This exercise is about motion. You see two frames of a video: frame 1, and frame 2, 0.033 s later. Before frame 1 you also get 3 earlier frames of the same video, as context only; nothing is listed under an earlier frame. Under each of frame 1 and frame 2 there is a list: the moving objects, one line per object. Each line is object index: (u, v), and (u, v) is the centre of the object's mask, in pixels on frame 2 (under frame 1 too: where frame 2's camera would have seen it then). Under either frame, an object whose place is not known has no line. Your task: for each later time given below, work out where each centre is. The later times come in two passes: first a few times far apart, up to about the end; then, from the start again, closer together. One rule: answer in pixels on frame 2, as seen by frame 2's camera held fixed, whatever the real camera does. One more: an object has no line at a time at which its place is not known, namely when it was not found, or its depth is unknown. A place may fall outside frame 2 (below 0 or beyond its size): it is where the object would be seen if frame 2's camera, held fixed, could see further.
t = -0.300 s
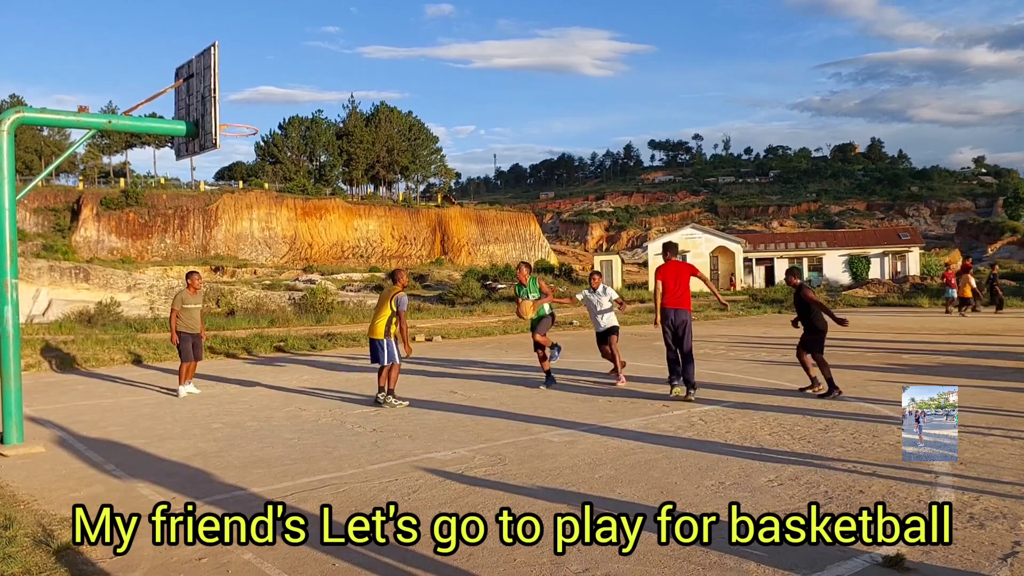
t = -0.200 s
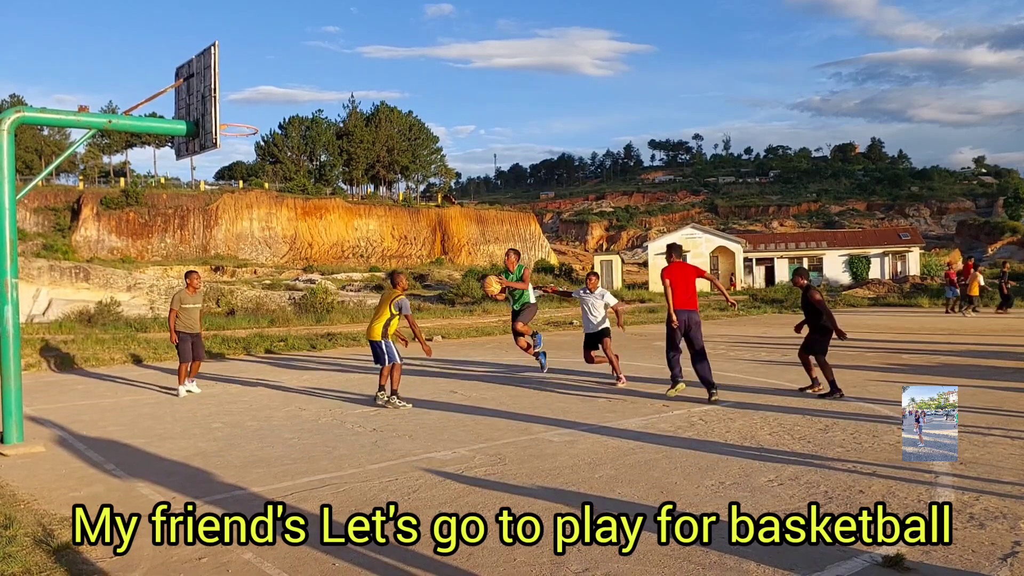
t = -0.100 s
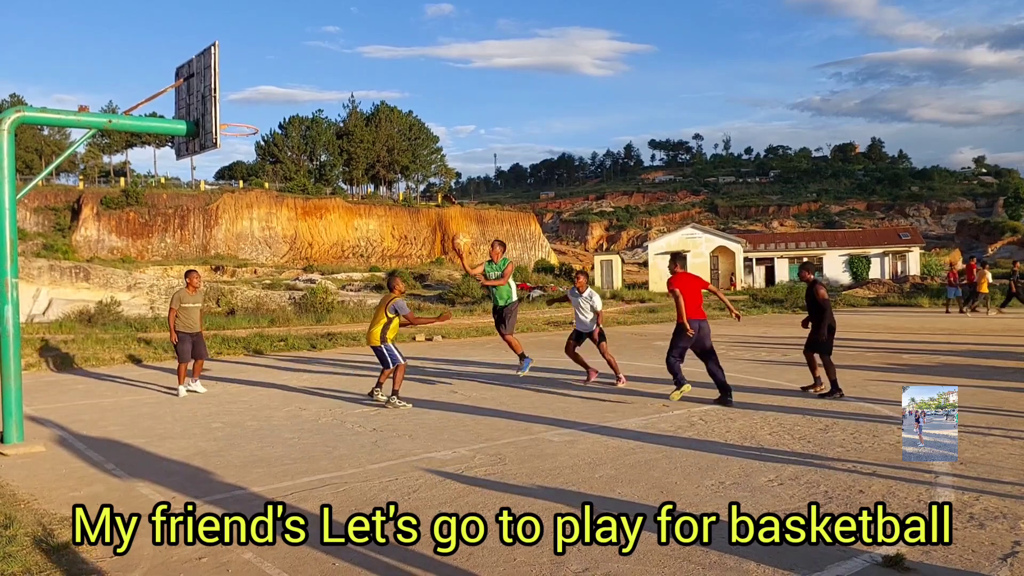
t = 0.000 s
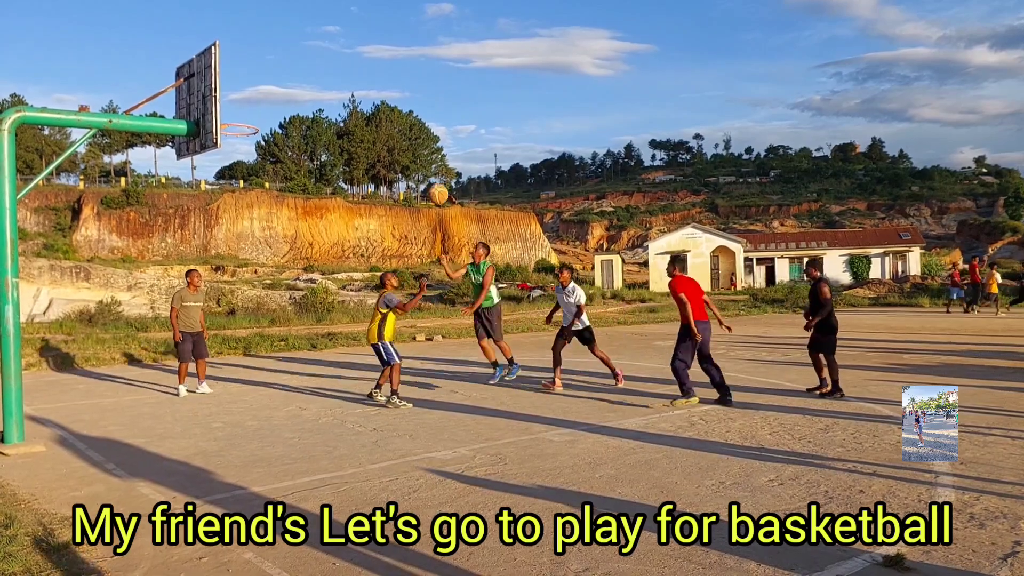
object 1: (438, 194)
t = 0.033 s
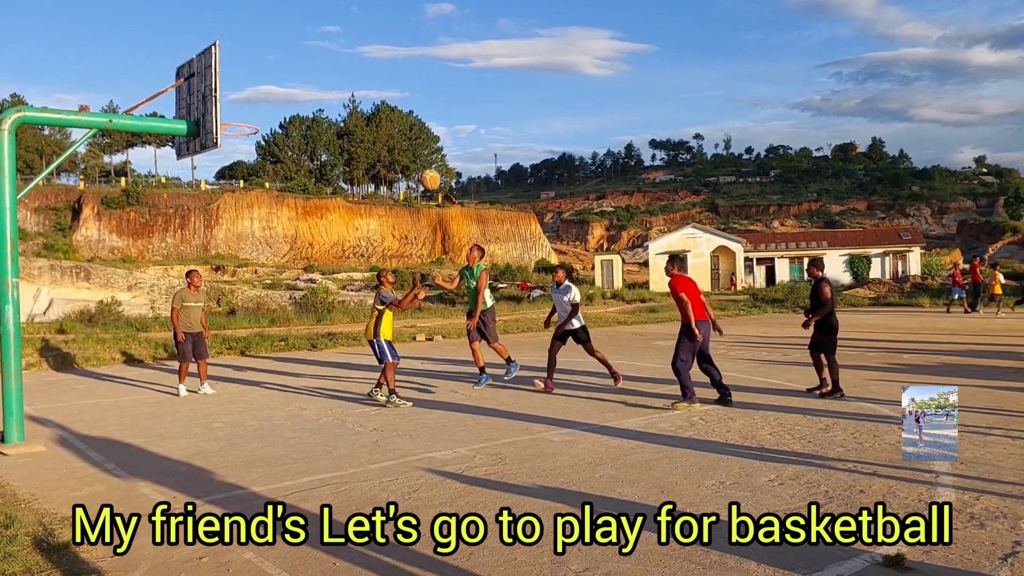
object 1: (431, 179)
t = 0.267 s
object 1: (373, 100)
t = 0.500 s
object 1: (316, 64)
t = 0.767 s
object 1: (251, 81)
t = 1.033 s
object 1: (228, 84)
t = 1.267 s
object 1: (247, 54)
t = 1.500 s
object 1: (271, 74)
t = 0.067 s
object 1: (423, 166)
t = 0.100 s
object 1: (415, 153)
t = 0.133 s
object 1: (407, 140)
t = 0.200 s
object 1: (390, 118)
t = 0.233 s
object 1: (381, 109)
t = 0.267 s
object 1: (373, 100)
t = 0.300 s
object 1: (365, 92)
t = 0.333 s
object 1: (357, 85)
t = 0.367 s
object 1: (349, 79)
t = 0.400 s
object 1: (340, 74)
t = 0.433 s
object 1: (332, 70)
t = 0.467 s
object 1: (324, 66)
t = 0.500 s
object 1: (316, 64)
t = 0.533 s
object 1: (308, 63)
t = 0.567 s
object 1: (300, 62)
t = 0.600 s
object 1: (292, 63)
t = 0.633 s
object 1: (284, 64)
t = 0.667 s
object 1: (276, 67)
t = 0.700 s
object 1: (267, 71)
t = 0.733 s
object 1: (259, 75)
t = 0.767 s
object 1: (251, 81)
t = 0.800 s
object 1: (243, 88)
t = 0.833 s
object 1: (235, 96)
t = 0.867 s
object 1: (229, 105)
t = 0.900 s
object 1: (224, 117)
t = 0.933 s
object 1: (224, 112)
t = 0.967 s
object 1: (225, 102)
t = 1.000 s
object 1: (227, 93)
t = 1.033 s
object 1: (228, 84)
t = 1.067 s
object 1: (229, 76)
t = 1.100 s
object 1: (232, 70)
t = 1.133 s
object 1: (235, 65)
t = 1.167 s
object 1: (238, 61)
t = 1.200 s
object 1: (241, 57)
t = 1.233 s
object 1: (244, 55)
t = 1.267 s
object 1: (247, 54)
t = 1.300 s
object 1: (251, 54)
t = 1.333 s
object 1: (254, 55)
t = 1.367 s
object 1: (257, 57)
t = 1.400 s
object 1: (260, 59)
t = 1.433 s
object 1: (264, 64)
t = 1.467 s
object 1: (267, 68)
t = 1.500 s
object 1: (271, 74)
